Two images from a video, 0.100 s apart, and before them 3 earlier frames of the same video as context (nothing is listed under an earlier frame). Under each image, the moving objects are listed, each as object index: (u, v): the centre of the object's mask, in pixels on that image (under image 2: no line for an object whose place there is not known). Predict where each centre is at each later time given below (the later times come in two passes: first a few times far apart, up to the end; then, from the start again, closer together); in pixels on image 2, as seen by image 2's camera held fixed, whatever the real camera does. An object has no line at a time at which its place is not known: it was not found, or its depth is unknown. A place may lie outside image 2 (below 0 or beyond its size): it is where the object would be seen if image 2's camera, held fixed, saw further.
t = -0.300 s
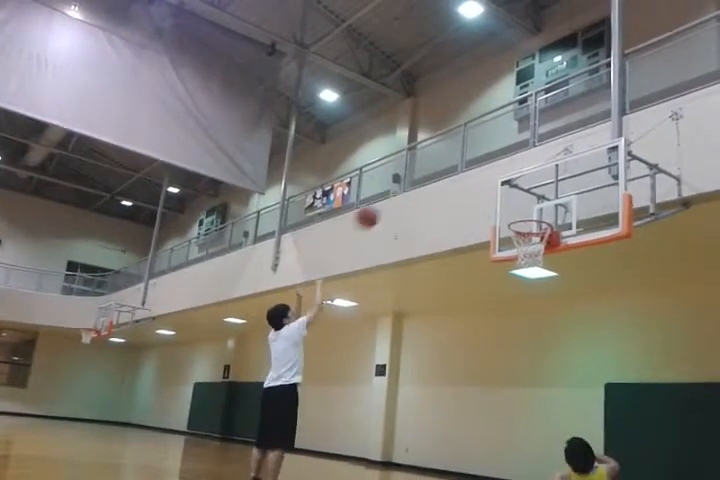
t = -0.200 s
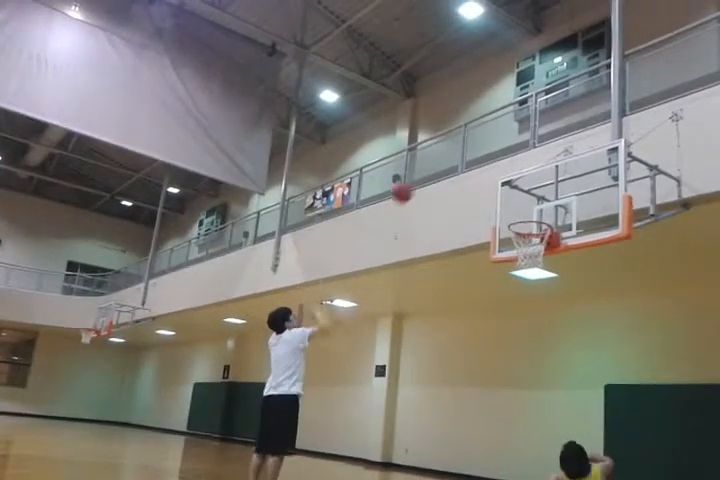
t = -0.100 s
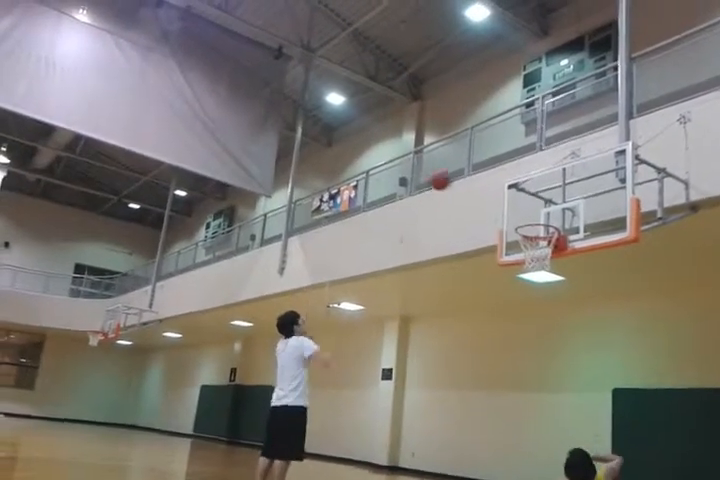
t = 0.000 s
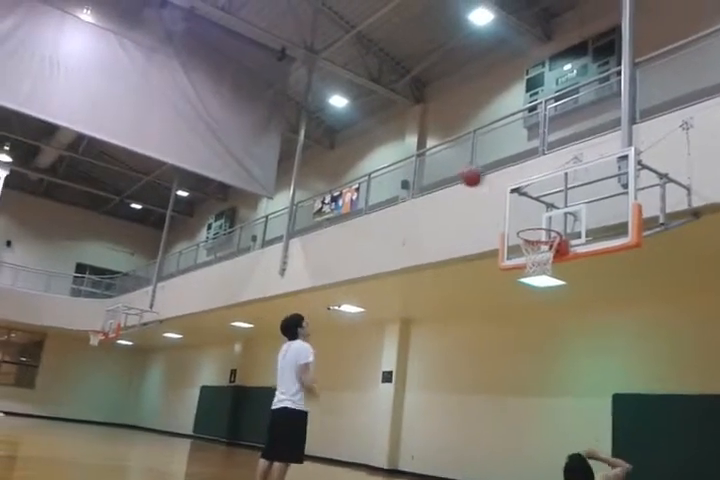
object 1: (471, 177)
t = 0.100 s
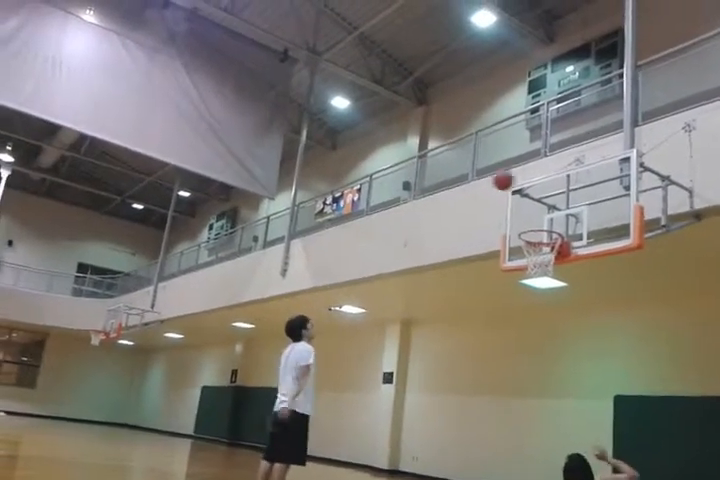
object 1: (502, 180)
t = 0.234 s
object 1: (538, 194)
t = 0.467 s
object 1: (579, 230)
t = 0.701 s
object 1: (612, 243)
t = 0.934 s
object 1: (652, 321)
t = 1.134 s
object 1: (689, 451)
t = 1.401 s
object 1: (740, 464)
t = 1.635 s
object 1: (778, 360)
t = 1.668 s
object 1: (781, 351)
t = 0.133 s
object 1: (513, 183)
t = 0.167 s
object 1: (522, 186)
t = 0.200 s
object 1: (531, 190)
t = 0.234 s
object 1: (538, 194)
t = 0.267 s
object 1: (548, 203)
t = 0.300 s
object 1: (557, 209)
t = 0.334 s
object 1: (566, 217)
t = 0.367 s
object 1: (575, 228)
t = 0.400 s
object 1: (575, 231)
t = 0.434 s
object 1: (575, 231)
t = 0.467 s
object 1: (579, 230)
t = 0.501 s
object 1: (584, 229)
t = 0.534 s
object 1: (588, 229)
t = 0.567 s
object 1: (593, 229)
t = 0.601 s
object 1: (598, 231)
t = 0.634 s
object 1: (602, 234)
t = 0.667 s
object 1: (607, 239)
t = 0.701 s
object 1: (612, 243)
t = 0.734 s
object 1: (618, 251)
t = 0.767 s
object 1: (623, 260)
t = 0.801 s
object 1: (628, 267)
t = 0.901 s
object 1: (646, 307)
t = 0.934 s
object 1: (652, 321)
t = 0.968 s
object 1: (658, 338)
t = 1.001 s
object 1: (664, 358)
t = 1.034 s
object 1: (669, 377)
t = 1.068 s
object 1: (676, 402)
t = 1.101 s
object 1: (683, 423)
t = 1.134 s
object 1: (689, 451)
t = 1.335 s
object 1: (732, 501)
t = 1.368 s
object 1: (735, 483)
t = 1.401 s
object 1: (740, 464)
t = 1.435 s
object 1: (745, 446)
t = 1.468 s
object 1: (751, 427)
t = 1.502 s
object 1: (757, 413)
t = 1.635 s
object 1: (778, 360)
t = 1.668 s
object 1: (781, 351)
